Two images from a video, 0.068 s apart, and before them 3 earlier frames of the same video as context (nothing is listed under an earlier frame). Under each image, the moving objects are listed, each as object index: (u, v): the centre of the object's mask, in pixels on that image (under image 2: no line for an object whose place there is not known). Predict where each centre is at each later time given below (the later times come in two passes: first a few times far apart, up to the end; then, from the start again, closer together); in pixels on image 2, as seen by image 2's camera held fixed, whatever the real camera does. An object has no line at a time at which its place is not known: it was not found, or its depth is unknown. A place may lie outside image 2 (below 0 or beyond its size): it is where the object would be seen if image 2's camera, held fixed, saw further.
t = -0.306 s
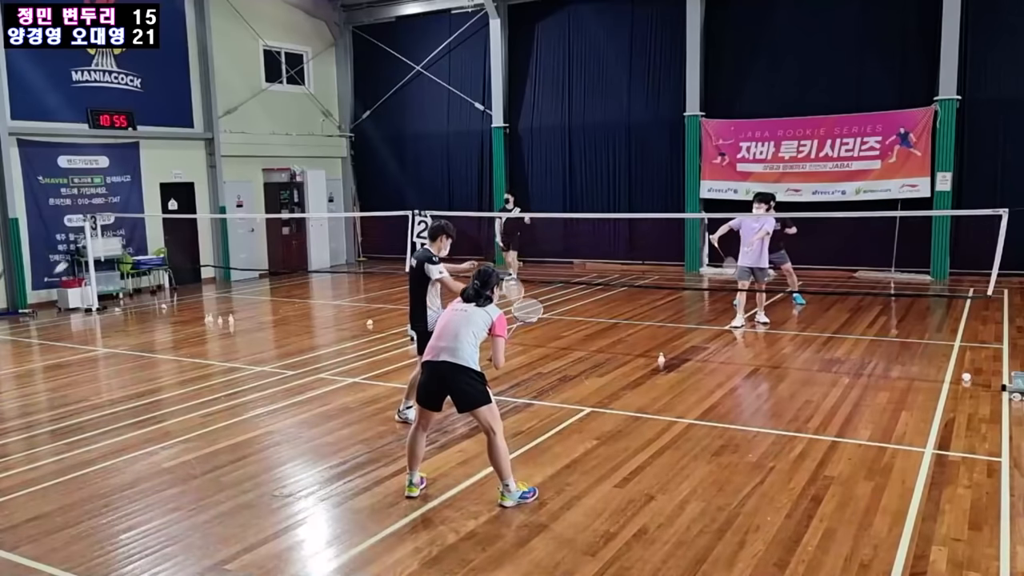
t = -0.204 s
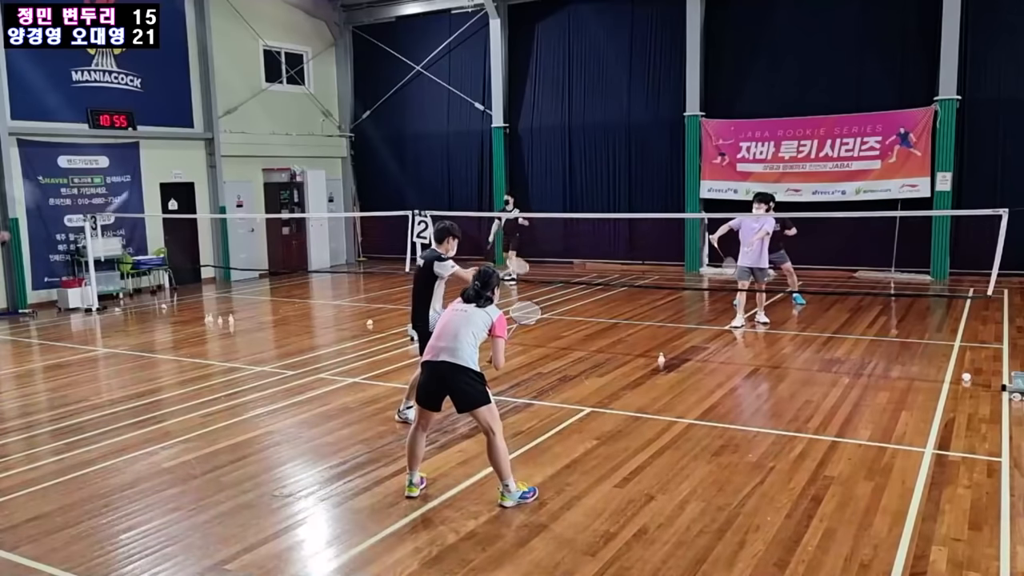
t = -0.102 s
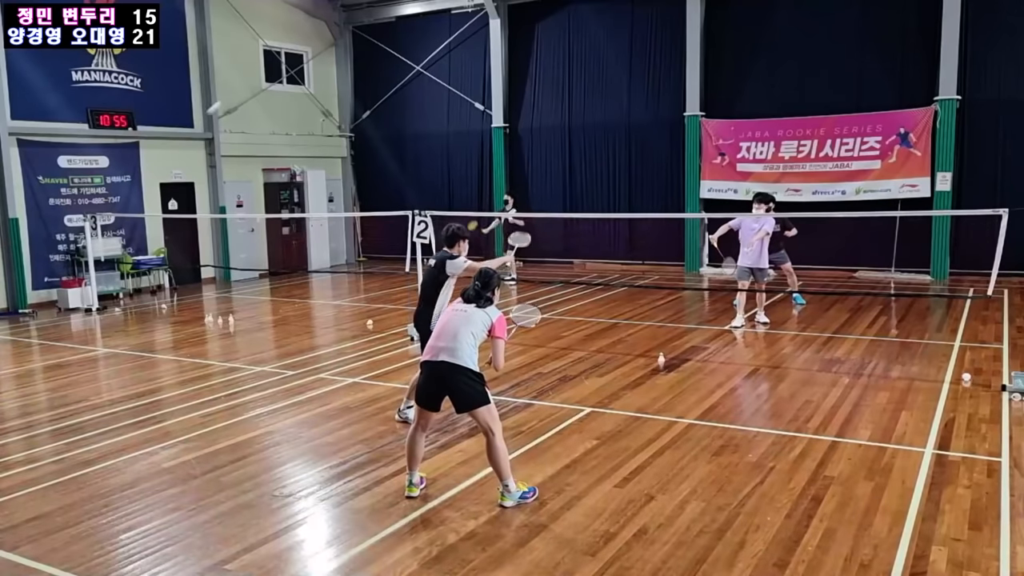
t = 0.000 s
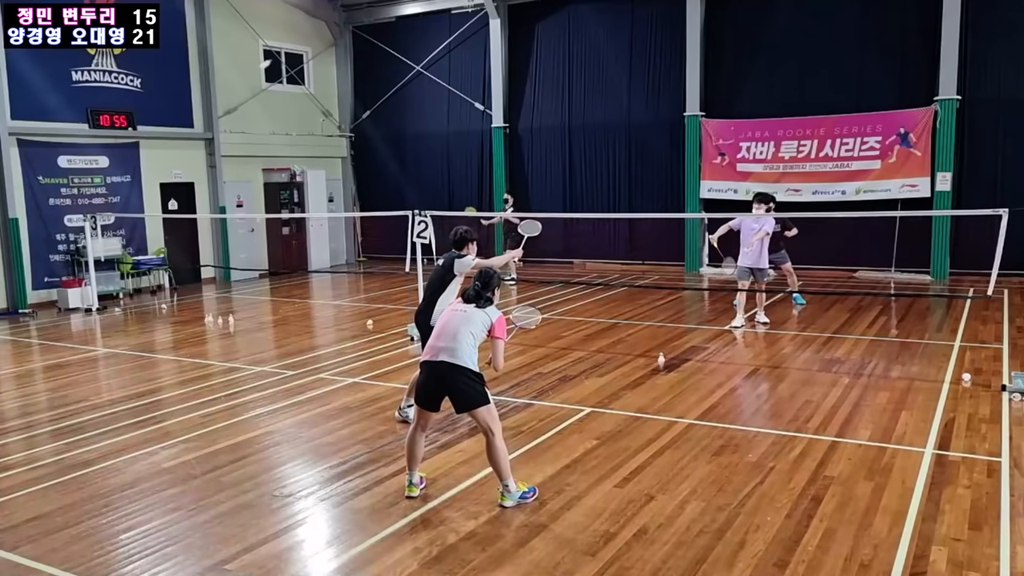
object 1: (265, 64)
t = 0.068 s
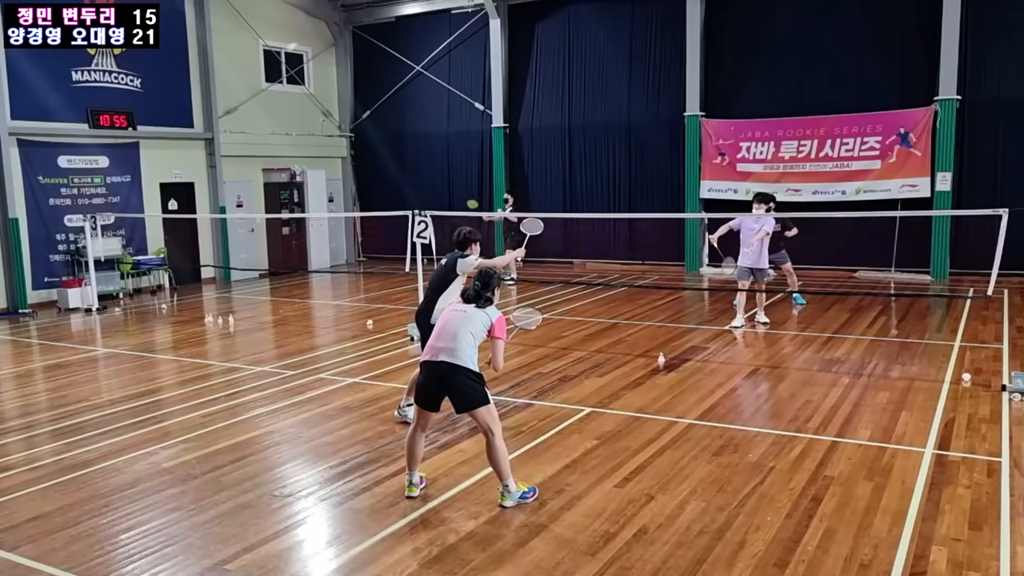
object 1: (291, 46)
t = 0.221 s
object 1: (338, 27)
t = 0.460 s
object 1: (390, 34)
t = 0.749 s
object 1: (435, 83)
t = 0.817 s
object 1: (444, 99)
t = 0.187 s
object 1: (329, 30)
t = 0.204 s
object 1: (333, 28)
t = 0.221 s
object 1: (338, 27)
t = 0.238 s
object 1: (343, 26)
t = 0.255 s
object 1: (347, 26)
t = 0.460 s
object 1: (390, 34)
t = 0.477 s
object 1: (393, 36)
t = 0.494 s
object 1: (396, 38)
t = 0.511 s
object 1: (400, 40)
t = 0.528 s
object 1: (402, 42)
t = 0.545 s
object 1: (405, 45)
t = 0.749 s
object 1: (435, 83)
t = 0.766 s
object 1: (437, 87)
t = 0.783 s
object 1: (440, 91)
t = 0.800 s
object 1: (442, 95)
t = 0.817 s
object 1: (444, 99)
